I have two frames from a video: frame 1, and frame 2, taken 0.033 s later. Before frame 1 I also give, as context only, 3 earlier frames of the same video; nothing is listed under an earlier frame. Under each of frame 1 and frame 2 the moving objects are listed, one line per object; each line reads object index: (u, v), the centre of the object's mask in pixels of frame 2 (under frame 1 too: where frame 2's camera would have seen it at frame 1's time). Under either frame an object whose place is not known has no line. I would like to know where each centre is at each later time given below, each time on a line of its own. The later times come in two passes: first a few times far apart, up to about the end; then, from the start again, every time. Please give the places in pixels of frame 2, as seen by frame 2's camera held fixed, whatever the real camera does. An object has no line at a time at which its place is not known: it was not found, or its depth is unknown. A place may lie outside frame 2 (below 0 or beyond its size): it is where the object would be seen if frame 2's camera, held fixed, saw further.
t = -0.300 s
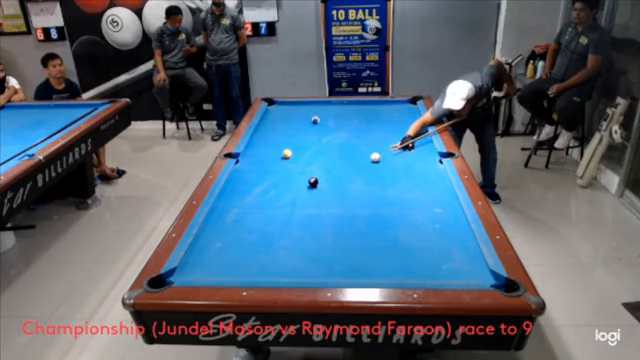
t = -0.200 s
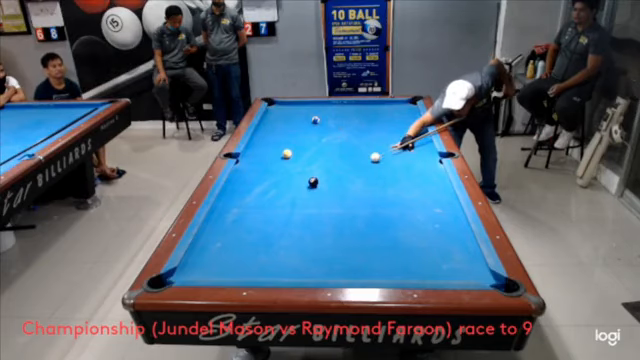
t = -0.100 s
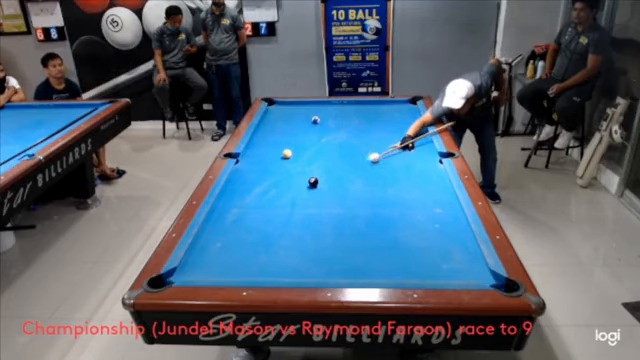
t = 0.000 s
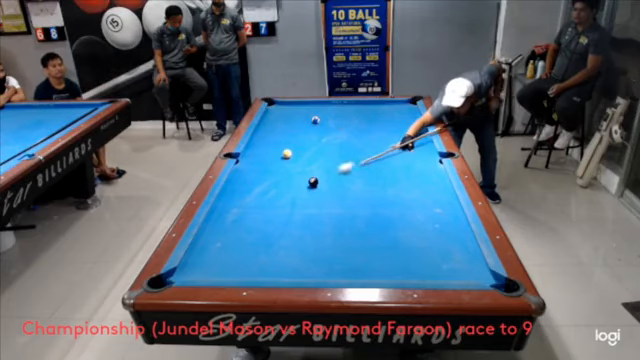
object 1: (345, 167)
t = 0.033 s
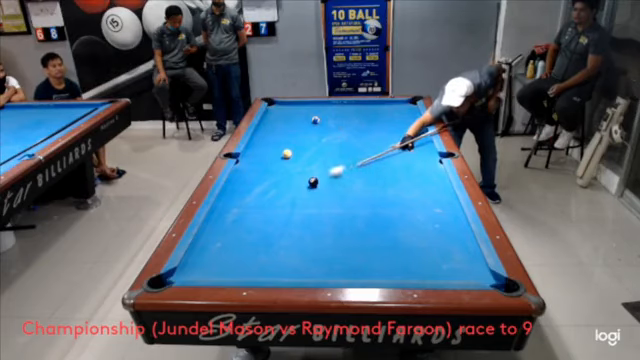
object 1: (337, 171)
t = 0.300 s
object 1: (300, 176)
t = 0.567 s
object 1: (278, 174)
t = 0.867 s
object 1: (255, 171)
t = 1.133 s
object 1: (236, 170)
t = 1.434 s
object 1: (249, 167)
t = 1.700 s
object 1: (259, 165)
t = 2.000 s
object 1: (269, 163)
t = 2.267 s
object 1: (277, 162)
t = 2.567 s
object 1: (285, 161)
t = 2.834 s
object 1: (292, 159)
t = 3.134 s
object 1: (298, 158)
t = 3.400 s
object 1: (301, 157)
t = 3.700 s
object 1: (304, 157)
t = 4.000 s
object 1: (307, 156)
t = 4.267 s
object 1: (308, 156)
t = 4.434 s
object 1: (308, 156)
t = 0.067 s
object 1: (327, 174)
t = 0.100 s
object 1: (320, 176)
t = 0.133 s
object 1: (315, 177)
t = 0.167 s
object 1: (312, 177)
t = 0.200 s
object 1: (309, 177)
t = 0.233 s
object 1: (306, 176)
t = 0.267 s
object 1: (303, 176)
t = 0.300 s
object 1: (300, 176)
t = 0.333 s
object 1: (297, 176)
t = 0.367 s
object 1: (294, 175)
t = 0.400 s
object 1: (292, 175)
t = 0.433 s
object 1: (289, 175)
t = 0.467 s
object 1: (286, 175)
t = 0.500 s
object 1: (283, 174)
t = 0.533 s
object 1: (281, 174)
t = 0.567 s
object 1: (278, 174)
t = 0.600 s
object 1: (275, 173)
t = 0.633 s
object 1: (273, 173)
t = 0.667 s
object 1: (270, 173)
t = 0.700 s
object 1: (267, 173)
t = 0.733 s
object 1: (265, 172)
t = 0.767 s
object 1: (262, 172)
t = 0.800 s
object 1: (259, 172)
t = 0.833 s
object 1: (257, 172)
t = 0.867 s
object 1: (255, 171)
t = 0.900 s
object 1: (252, 171)
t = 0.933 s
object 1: (249, 171)
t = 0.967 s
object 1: (247, 171)
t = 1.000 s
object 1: (245, 171)
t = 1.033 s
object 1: (242, 170)
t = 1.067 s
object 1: (240, 170)
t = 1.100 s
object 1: (237, 170)
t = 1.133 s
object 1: (236, 170)
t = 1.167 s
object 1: (237, 170)
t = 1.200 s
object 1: (238, 169)
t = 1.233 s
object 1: (240, 169)
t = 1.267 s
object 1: (241, 169)
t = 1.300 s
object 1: (243, 168)
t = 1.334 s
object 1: (244, 168)
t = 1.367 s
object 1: (246, 168)
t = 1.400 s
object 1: (247, 167)
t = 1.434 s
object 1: (249, 167)
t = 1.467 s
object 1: (250, 167)
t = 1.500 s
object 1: (251, 167)
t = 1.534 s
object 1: (252, 166)
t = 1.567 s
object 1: (254, 166)
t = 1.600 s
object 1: (255, 166)
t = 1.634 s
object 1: (256, 166)
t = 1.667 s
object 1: (258, 165)
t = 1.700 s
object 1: (259, 165)
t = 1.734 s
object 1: (260, 165)
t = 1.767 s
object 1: (262, 165)
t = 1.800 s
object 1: (263, 165)
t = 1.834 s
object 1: (264, 164)
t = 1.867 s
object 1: (265, 164)
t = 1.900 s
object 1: (266, 164)
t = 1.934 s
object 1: (267, 164)
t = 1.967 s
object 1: (268, 163)
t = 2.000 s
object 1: (269, 163)
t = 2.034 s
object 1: (270, 163)
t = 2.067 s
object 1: (272, 163)
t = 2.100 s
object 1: (273, 163)
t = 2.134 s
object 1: (274, 162)
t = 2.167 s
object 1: (274, 163)
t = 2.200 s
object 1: (276, 162)
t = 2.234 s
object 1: (276, 162)
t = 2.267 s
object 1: (277, 162)
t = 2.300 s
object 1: (278, 162)
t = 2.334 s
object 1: (279, 162)
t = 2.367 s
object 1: (280, 161)
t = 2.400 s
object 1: (281, 161)
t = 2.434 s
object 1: (282, 161)
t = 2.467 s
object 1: (283, 161)
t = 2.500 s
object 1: (284, 161)
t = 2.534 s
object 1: (284, 161)
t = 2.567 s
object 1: (285, 161)
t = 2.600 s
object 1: (286, 161)
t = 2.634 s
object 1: (287, 160)
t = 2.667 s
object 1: (288, 160)
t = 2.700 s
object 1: (289, 160)
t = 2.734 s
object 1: (289, 160)
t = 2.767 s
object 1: (290, 160)
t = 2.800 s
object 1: (291, 160)
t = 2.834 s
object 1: (292, 159)
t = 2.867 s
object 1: (292, 159)
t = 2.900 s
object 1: (293, 159)
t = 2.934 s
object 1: (294, 159)
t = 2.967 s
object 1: (294, 158)
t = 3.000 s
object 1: (295, 159)
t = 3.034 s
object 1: (296, 158)
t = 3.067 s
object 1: (297, 158)
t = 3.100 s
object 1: (297, 158)
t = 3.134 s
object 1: (298, 158)
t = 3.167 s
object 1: (298, 158)
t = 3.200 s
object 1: (298, 158)
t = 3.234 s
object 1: (299, 158)
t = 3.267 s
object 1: (299, 158)
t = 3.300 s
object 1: (300, 157)
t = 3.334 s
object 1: (300, 158)
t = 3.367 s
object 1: (301, 157)
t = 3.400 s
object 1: (301, 157)
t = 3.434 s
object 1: (302, 157)
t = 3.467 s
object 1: (302, 157)
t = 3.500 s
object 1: (303, 157)
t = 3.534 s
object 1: (303, 157)
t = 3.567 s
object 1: (303, 157)
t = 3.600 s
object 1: (304, 157)
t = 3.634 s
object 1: (304, 157)
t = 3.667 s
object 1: (304, 157)
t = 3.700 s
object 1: (304, 157)
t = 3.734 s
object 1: (305, 157)
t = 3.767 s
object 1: (306, 156)
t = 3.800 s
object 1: (306, 156)
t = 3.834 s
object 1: (306, 156)
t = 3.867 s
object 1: (306, 156)
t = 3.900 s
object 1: (306, 156)
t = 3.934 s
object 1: (307, 156)
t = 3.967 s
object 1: (307, 156)
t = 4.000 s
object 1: (307, 156)
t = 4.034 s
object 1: (307, 156)
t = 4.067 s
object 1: (307, 156)
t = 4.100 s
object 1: (308, 156)
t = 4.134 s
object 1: (308, 156)
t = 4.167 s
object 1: (308, 156)
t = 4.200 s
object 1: (308, 156)
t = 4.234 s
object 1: (308, 156)
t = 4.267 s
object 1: (308, 156)
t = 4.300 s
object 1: (308, 156)
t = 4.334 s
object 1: (308, 156)
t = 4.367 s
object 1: (308, 156)
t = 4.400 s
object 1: (308, 156)
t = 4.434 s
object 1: (308, 156)
